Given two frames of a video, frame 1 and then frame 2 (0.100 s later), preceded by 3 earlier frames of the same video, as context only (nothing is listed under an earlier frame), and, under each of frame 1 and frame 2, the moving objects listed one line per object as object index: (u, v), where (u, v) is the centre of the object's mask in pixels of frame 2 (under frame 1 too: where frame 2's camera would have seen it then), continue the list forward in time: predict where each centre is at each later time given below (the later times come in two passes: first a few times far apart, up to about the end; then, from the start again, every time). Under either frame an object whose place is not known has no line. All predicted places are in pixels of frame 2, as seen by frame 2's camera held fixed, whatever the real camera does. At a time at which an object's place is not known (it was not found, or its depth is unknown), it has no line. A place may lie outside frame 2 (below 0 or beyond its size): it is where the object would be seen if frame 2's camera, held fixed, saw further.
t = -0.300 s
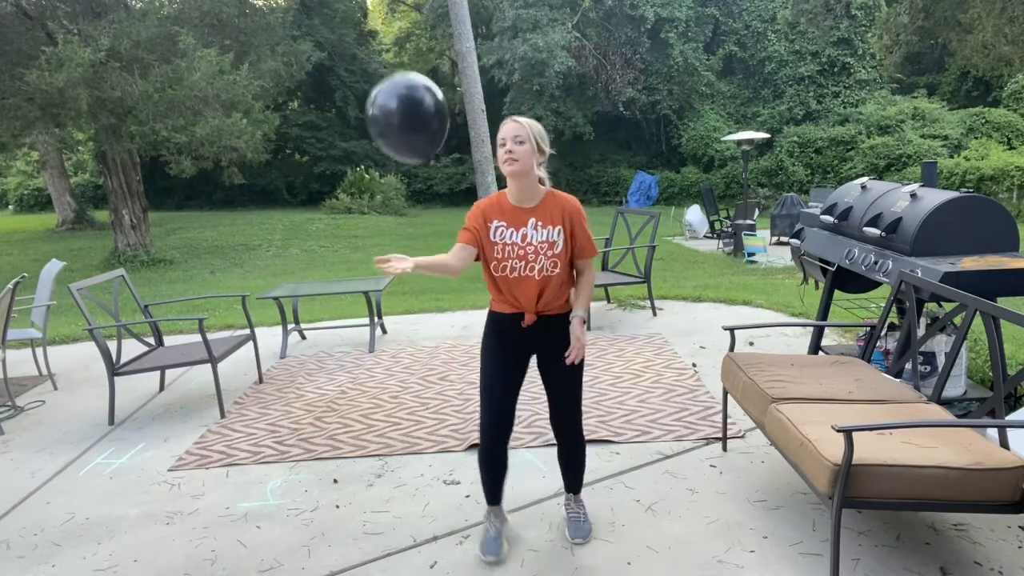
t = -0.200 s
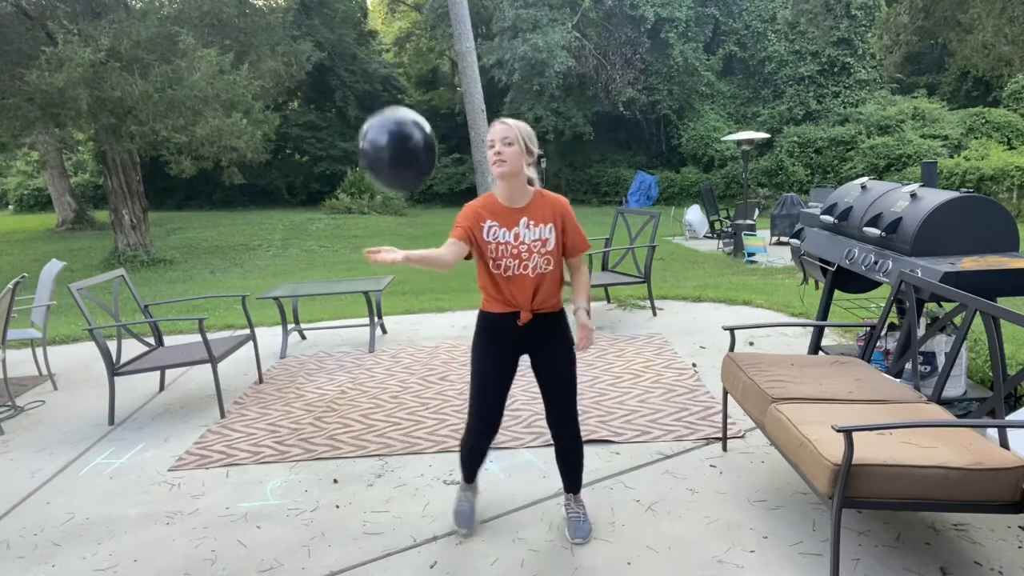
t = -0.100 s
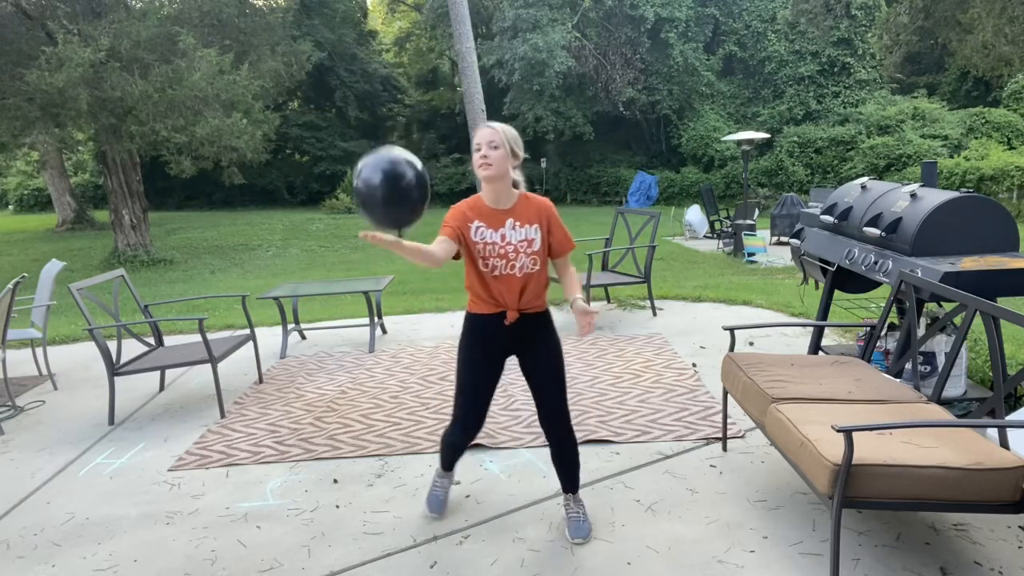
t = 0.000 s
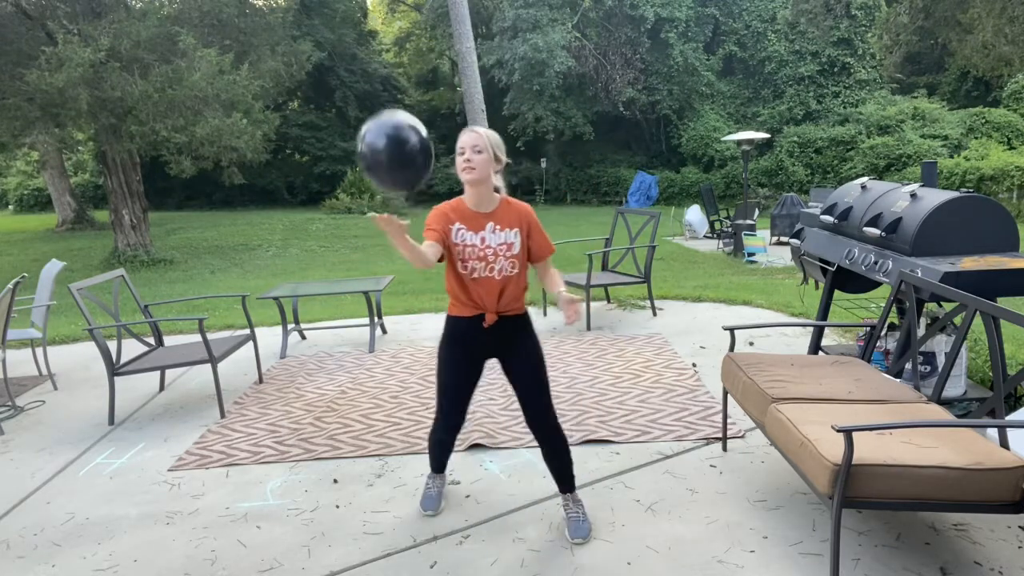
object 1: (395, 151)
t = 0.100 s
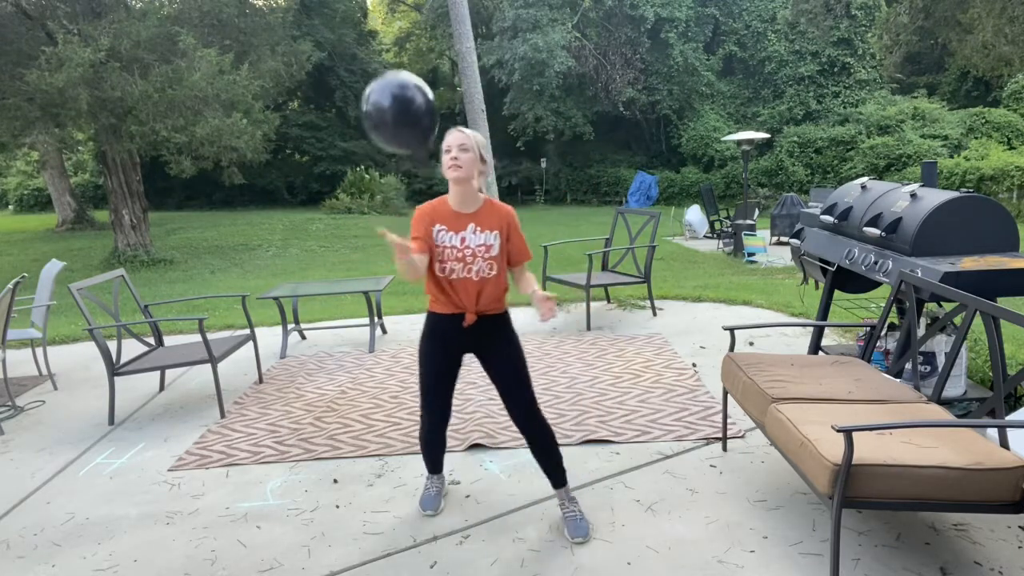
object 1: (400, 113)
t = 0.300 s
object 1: (412, 61)
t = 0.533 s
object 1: (424, 44)
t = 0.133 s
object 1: (401, 101)
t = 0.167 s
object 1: (403, 91)
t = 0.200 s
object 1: (405, 82)
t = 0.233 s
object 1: (407, 74)
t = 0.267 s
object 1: (410, 68)
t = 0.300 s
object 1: (412, 61)
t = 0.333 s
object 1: (413, 56)
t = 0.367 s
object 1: (415, 52)
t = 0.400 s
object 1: (416, 48)
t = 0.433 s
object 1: (419, 46)
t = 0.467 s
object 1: (421, 44)
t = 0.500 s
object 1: (422, 44)
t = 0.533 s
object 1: (424, 44)
